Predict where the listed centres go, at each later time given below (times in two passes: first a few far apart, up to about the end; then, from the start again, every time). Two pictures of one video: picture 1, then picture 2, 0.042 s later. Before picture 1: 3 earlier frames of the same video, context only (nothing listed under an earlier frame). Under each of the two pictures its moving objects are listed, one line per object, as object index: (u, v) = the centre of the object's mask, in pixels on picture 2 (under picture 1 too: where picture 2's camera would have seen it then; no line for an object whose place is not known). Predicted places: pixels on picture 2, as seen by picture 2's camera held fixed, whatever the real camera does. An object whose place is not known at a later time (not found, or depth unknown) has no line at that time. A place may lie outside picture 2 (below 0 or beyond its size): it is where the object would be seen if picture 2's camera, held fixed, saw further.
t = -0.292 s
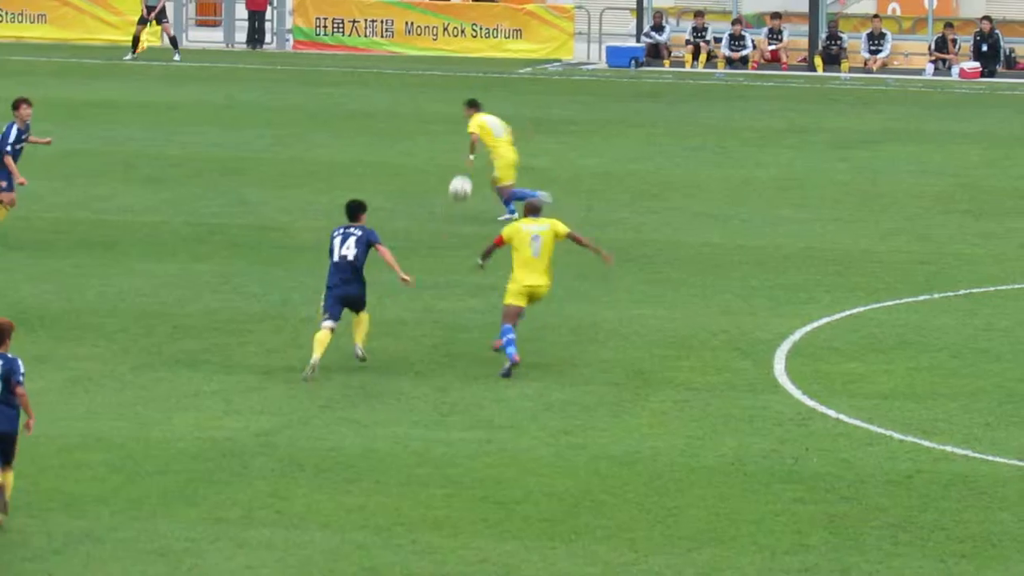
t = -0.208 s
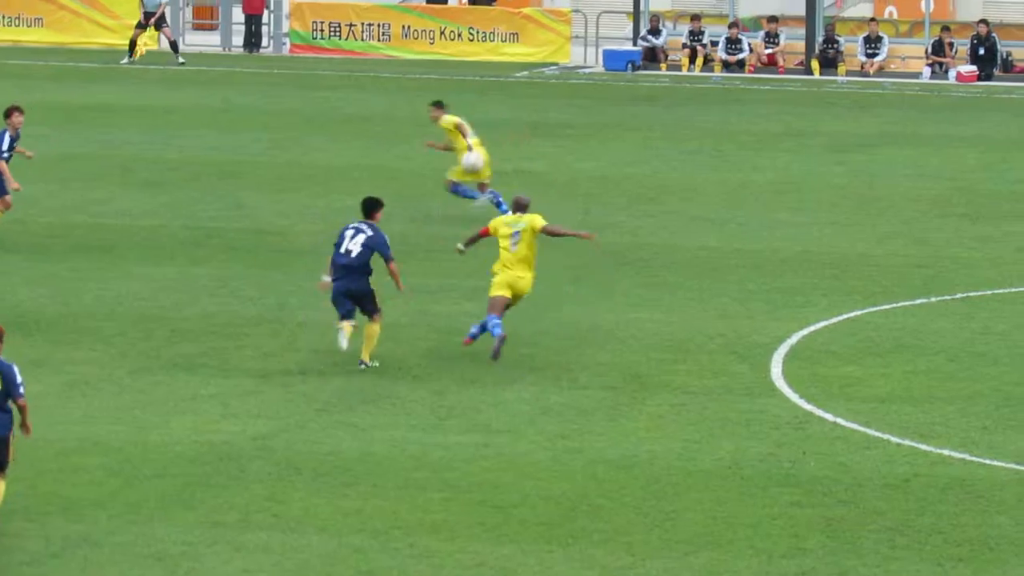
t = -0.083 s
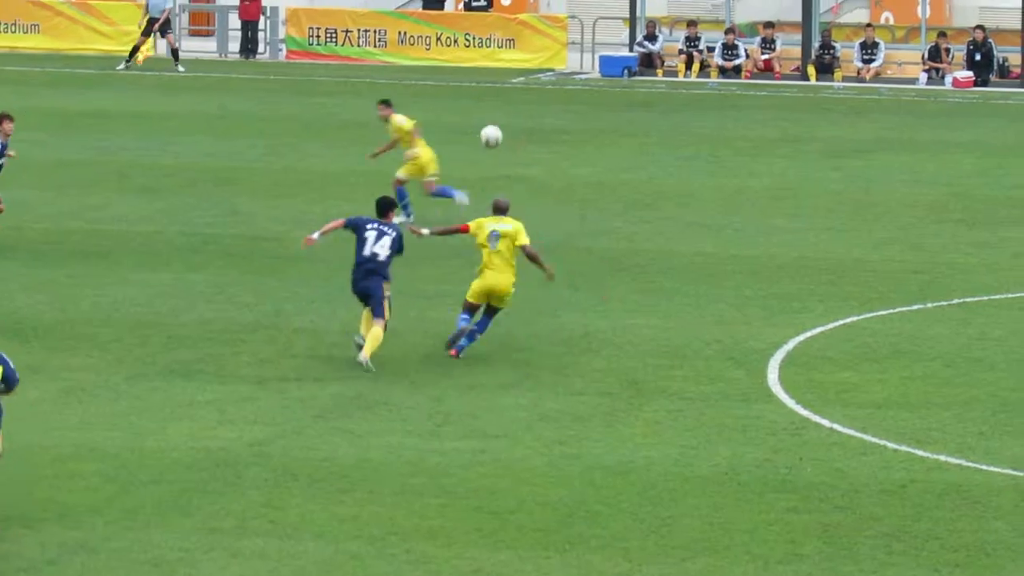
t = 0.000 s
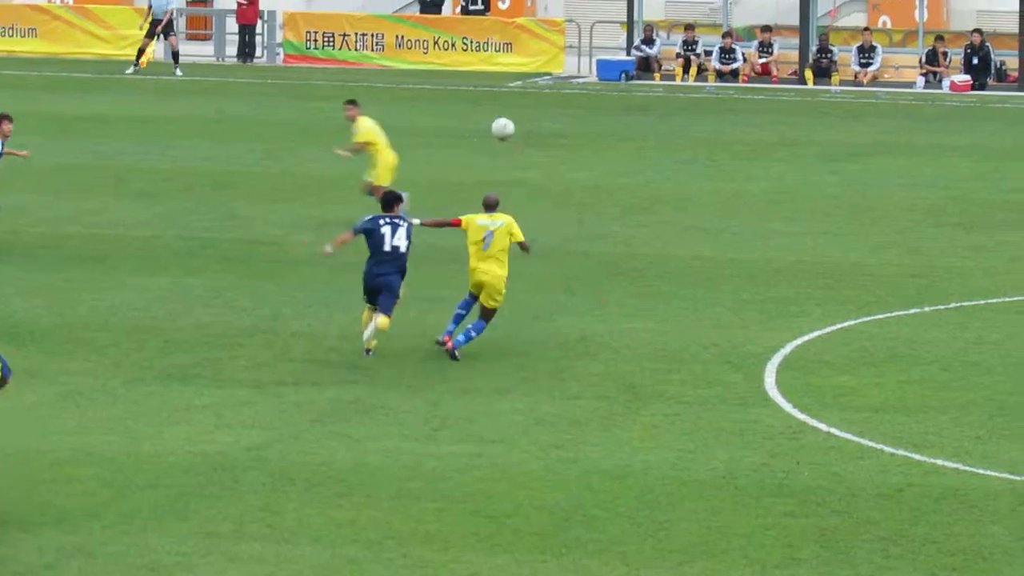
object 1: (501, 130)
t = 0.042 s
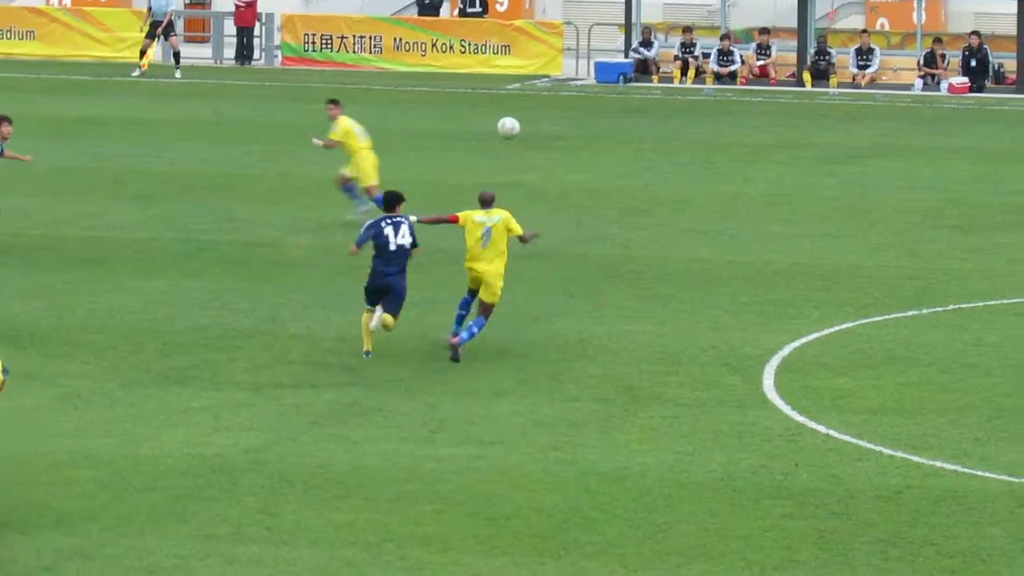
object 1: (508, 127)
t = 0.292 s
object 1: (550, 145)
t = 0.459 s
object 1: (576, 191)
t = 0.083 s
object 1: (516, 126)
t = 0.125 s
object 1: (522, 127)
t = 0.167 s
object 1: (529, 129)
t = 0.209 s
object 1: (536, 132)
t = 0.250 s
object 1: (543, 138)
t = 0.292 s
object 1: (550, 145)
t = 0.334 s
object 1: (556, 154)
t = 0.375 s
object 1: (563, 165)
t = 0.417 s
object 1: (570, 177)
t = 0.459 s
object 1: (576, 191)
